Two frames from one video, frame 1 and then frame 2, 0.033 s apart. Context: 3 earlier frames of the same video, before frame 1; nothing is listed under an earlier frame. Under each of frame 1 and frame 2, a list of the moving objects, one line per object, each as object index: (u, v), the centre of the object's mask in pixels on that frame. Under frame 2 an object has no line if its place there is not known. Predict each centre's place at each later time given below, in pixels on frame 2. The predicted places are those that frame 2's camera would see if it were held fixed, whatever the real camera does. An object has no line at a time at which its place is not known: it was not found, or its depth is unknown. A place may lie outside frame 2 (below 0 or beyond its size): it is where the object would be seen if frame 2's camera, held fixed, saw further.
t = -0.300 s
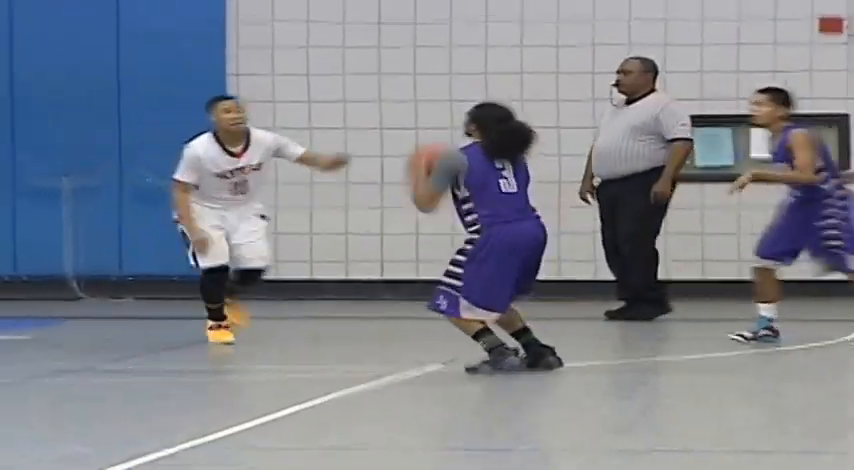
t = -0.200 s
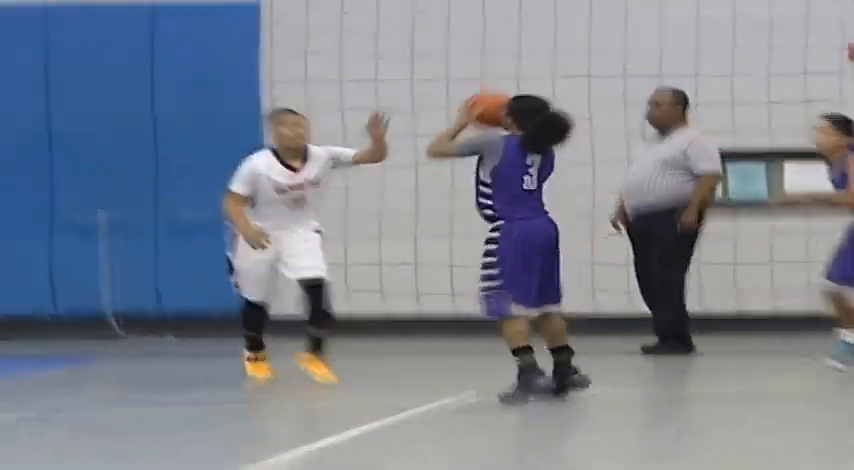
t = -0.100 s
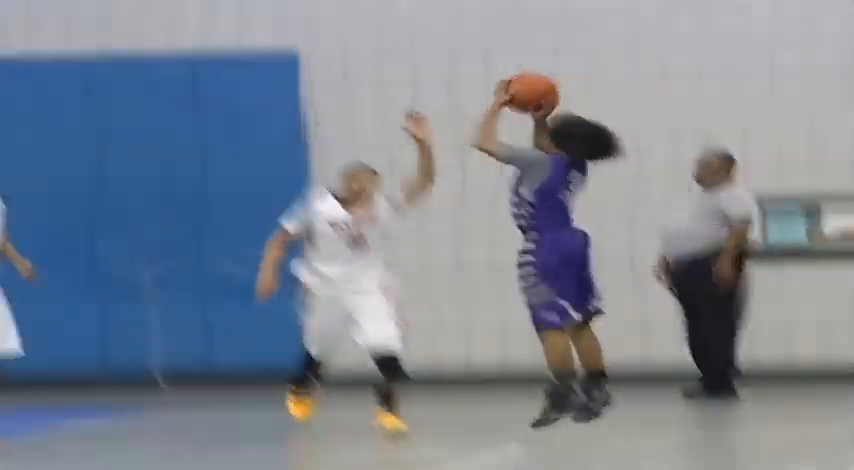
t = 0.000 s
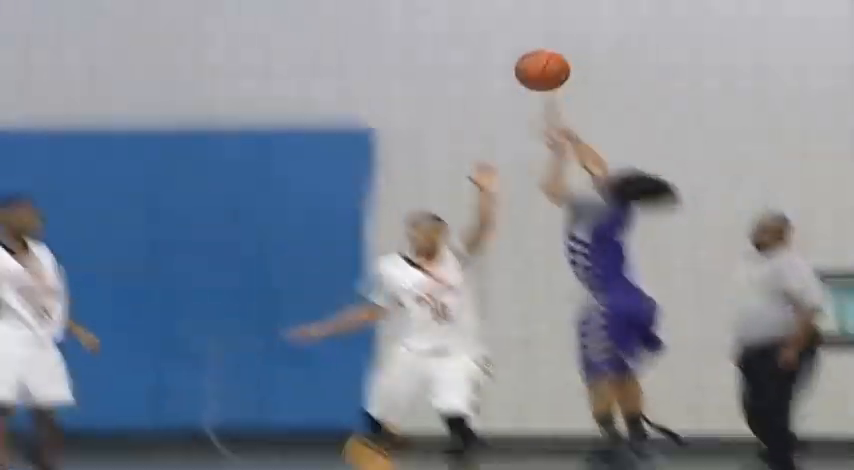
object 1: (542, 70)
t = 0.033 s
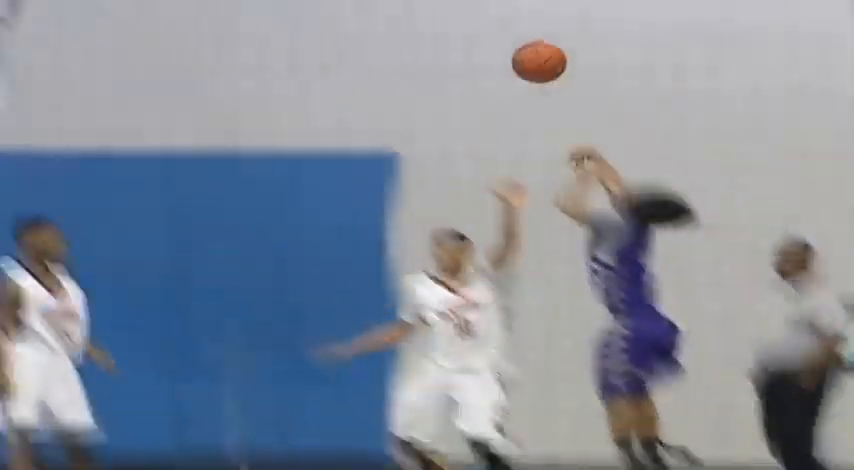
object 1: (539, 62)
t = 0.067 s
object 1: (512, 31)
